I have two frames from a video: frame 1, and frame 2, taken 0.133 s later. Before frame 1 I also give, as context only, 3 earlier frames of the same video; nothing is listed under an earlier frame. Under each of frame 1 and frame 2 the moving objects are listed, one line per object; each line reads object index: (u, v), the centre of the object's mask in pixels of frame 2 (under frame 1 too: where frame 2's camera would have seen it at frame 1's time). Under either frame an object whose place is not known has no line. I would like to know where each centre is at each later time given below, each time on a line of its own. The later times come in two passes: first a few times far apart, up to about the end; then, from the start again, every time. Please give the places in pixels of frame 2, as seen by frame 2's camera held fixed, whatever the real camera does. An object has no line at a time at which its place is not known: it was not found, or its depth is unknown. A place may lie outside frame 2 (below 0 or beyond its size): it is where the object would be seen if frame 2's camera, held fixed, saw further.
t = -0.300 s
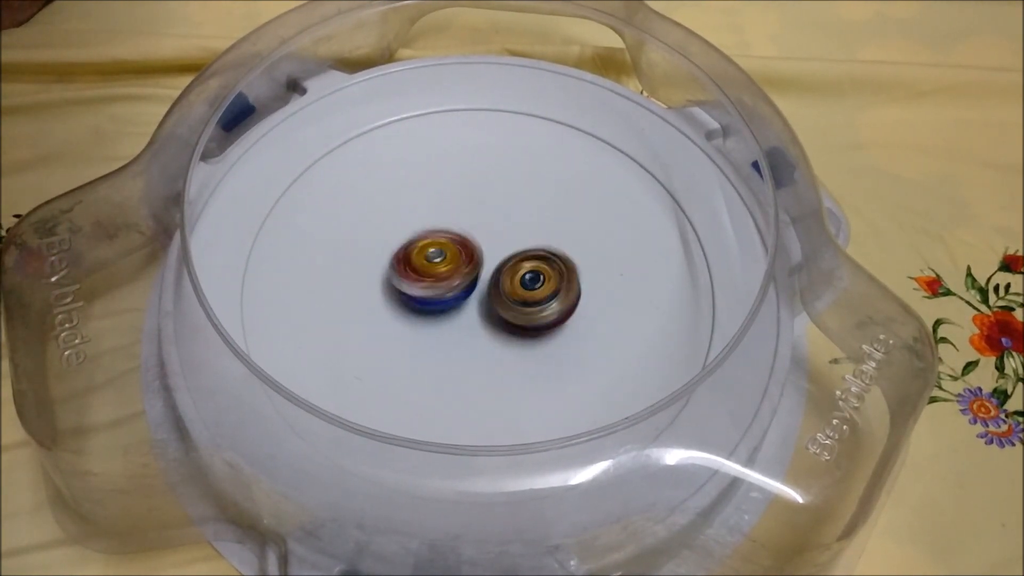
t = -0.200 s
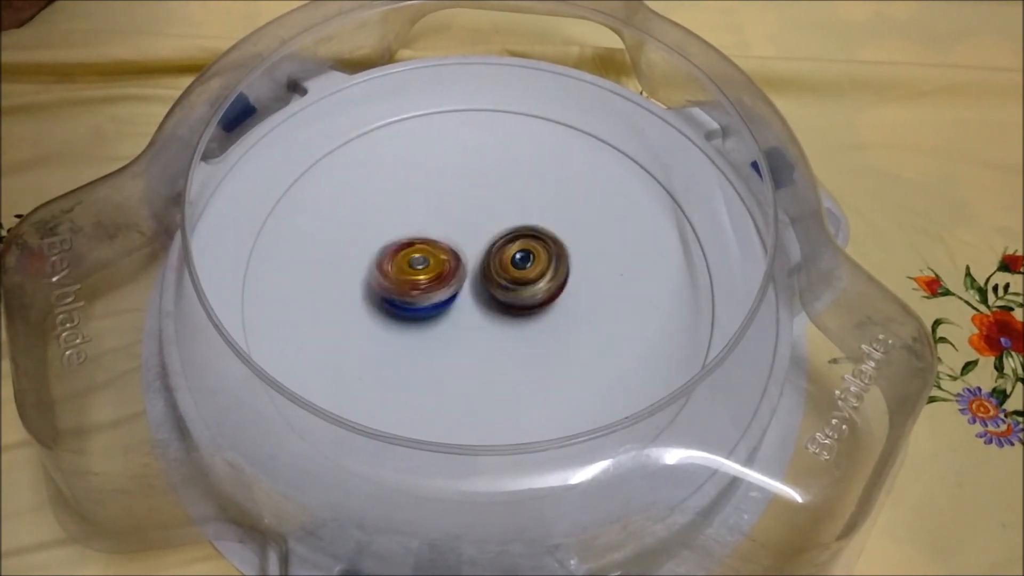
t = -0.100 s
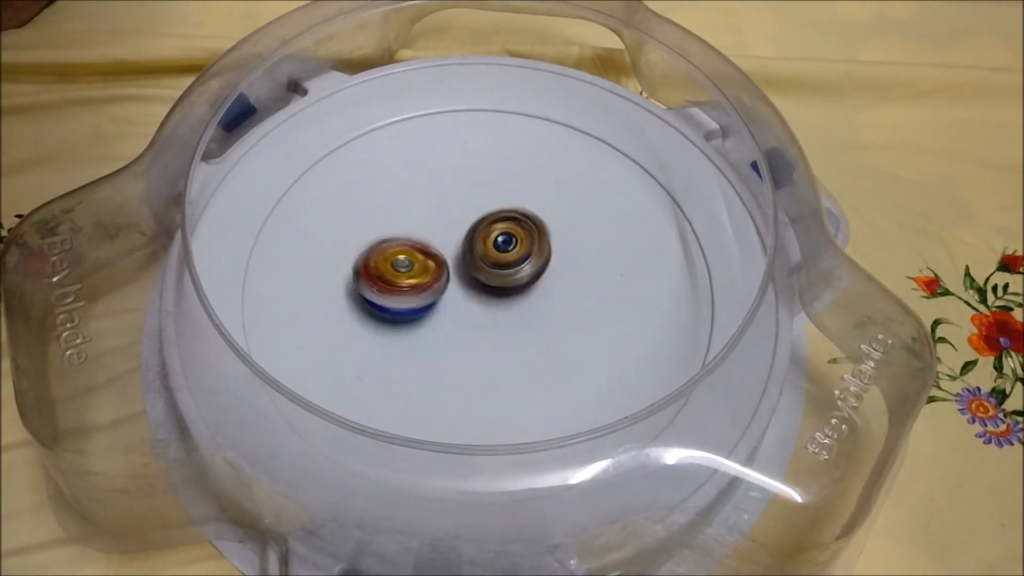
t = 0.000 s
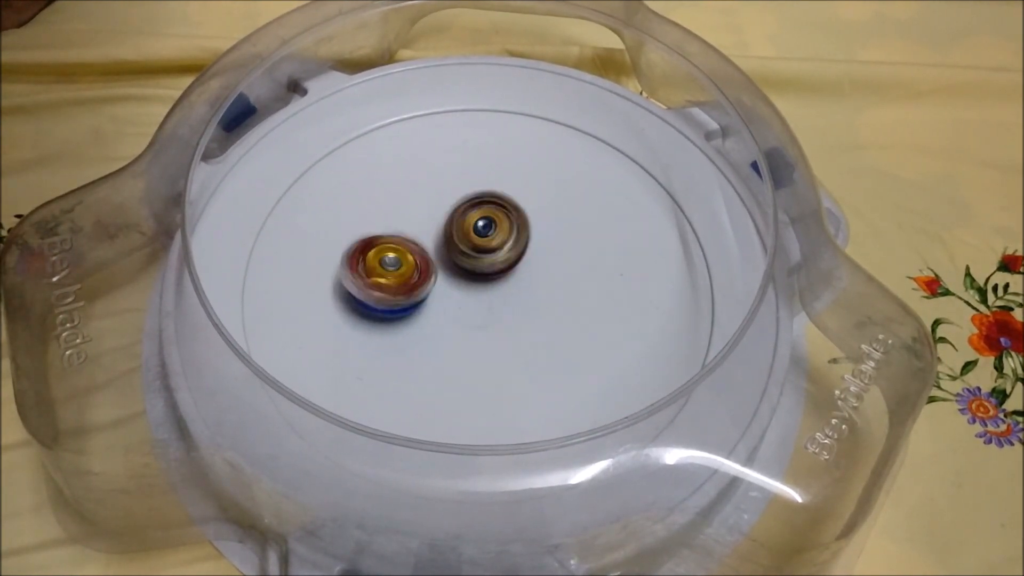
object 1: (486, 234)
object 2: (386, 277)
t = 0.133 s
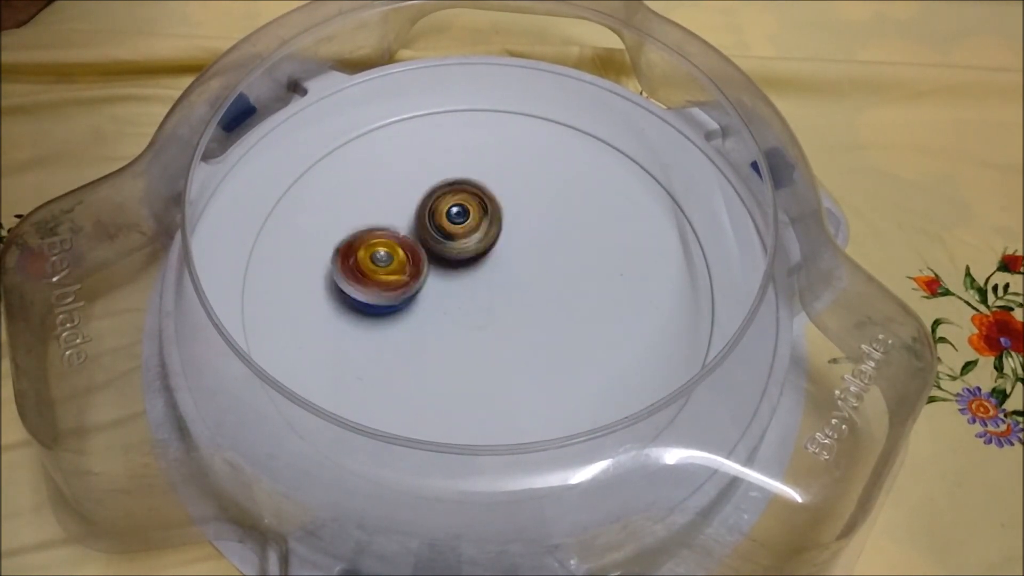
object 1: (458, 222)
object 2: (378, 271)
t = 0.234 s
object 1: (448, 216)
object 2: (375, 270)
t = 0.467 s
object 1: (450, 214)
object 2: (366, 290)
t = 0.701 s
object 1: (445, 230)
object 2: (390, 302)
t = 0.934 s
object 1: (483, 203)
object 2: (396, 375)
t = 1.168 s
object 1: (508, 180)
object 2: (419, 398)
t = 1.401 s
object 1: (507, 184)
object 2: (432, 368)
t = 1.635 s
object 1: (501, 226)
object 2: (483, 305)
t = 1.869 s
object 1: (507, 232)
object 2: (521, 328)
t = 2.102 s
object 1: (513, 255)
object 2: (516, 347)
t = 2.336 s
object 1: (512, 246)
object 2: (504, 338)
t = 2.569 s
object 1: (491, 216)
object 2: (511, 315)
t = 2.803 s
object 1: (457, 230)
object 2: (539, 295)
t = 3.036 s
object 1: (446, 272)
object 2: (552, 293)
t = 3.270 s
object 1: (450, 295)
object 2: (566, 295)
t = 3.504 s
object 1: (440, 297)
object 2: (565, 292)
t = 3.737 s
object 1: (436, 295)
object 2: (546, 279)
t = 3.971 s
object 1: (445, 290)
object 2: (536, 255)
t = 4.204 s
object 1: (451, 275)
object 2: (542, 239)
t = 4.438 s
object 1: (447, 261)
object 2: (542, 237)
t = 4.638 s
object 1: (438, 261)
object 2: (532, 236)
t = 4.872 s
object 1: (436, 268)
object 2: (525, 230)
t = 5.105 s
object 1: (438, 279)
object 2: (532, 225)
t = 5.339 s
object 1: (453, 280)
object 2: (533, 233)
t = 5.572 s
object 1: (446, 281)
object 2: (537, 231)
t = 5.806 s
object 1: (451, 286)
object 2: (528, 234)
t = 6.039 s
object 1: (454, 286)
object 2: (526, 226)
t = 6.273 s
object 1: (447, 295)
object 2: (530, 225)
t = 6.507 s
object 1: (461, 297)
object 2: (515, 229)
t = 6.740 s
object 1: (459, 310)
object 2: (496, 207)
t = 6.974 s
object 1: (468, 304)
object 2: (486, 211)
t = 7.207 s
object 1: (471, 299)
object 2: (458, 211)
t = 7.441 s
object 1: (472, 299)
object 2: (455, 214)
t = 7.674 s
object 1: (477, 304)
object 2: (457, 219)
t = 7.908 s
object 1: (495, 315)
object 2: (457, 219)
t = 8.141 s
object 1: (508, 317)
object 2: (450, 231)
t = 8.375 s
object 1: (498, 316)
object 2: (455, 238)
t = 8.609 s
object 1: (495, 312)
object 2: (446, 234)
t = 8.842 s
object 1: (496, 303)
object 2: (453, 234)
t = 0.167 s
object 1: (454, 220)
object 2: (378, 270)
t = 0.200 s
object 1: (451, 217)
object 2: (374, 271)
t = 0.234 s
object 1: (448, 216)
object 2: (375, 270)
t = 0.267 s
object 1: (446, 214)
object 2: (372, 274)
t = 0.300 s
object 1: (450, 209)
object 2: (364, 281)
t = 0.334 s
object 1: (453, 206)
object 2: (363, 285)
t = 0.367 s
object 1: (454, 207)
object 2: (363, 287)
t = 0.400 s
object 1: (453, 209)
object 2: (363, 288)
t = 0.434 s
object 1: (451, 211)
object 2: (365, 289)
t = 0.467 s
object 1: (450, 214)
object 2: (366, 290)
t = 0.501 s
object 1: (447, 217)
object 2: (368, 291)
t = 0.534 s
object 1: (445, 220)
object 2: (371, 292)
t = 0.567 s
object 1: (443, 223)
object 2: (375, 291)
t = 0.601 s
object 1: (441, 226)
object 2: (379, 292)
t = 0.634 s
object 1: (441, 228)
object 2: (382, 296)
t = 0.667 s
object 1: (442, 228)
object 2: (384, 299)
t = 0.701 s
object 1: (445, 230)
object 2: (390, 302)
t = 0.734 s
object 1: (447, 231)
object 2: (394, 304)
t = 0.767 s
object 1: (448, 234)
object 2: (398, 306)
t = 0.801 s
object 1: (450, 236)
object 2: (404, 309)
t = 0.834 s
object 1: (453, 238)
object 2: (406, 313)
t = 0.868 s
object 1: (463, 224)
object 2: (398, 338)
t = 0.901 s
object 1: (473, 213)
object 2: (395, 358)
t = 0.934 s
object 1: (483, 203)
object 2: (396, 375)
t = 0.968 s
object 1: (489, 200)
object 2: (400, 386)
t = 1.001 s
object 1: (495, 196)
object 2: (407, 393)
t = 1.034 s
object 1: (498, 192)
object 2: (412, 395)
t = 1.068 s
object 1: (502, 189)
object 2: (414, 397)
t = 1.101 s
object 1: (505, 185)
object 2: (415, 399)
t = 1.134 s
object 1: (506, 183)
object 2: (417, 398)
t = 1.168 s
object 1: (508, 180)
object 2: (419, 398)
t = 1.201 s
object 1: (509, 178)
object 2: (419, 395)
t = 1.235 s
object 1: (510, 177)
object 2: (419, 393)
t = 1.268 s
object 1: (511, 174)
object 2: (421, 390)
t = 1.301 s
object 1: (509, 178)
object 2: (421, 387)
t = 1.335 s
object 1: (509, 179)
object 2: (426, 381)
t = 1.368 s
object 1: (509, 180)
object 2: (428, 375)
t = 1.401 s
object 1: (507, 184)
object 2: (432, 368)
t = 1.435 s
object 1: (506, 188)
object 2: (437, 361)
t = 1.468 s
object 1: (504, 194)
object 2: (442, 354)
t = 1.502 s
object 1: (503, 199)
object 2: (449, 345)
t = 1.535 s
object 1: (502, 207)
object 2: (457, 335)
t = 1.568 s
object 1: (502, 214)
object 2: (466, 325)
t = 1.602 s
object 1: (501, 221)
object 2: (474, 316)
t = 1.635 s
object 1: (501, 226)
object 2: (483, 305)
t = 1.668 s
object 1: (500, 223)
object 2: (492, 307)
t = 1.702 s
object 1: (500, 219)
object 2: (501, 314)
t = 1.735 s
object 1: (501, 219)
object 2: (508, 317)
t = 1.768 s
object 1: (503, 221)
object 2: (512, 320)
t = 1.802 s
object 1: (504, 224)
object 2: (515, 323)
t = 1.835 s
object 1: (506, 227)
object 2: (520, 325)
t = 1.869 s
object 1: (507, 232)
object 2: (521, 328)
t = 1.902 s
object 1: (508, 235)
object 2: (523, 332)
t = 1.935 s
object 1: (509, 240)
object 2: (523, 335)
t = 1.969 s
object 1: (510, 244)
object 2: (522, 337)
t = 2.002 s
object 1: (510, 248)
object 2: (519, 339)
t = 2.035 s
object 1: (512, 253)
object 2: (519, 341)
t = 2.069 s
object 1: (513, 257)
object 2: (520, 341)
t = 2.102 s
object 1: (513, 255)
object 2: (516, 347)
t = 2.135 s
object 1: (514, 253)
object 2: (514, 349)
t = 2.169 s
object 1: (514, 253)
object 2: (511, 348)
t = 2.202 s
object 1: (515, 252)
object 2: (510, 346)
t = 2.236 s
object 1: (515, 251)
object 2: (508, 343)
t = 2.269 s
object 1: (514, 251)
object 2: (505, 339)
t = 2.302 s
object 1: (514, 251)
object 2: (504, 335)
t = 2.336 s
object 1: (512, 246)
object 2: (504, 338)
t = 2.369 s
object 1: (510, 236)
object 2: (503, 339)
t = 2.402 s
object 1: (508, 230)
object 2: (501, 335)
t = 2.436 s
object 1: (505, 226)
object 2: (503, 331)
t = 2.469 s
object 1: (503, 222)
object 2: (504, 327)
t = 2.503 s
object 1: (500, 219)
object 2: (506, 324)
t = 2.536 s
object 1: (495, 217)
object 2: (508, 319)
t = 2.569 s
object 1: (491, 216)
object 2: (511, 315)
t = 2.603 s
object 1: (486, 215)
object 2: (515, 311)
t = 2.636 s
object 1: (481, 216)
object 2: (517, 308)
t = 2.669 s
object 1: (476, 217)
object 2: (521, 304)
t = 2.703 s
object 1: (471, 220)
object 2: (524, 301)
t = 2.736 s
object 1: (466, 223)
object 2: (530, 299)
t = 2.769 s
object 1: (461, 226)
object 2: (534, 296)
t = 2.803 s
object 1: (457, 230)
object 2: (539, 295)
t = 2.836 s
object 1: (453, 236)
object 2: (541, 293)
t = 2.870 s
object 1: (450, 241)
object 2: (545, 293)
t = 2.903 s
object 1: (447, 248)
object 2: (547, 292)
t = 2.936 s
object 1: (446, 254)
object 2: (550, 292)
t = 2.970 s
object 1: (446, 258)
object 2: (552, 292)
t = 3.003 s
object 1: (446, 264)
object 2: (551, 293)
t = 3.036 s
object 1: (446, 272)
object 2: (552, 293)
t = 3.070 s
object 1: (450, 276)
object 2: (551, 294)
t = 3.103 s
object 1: (454, 282)
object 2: (551, 294)
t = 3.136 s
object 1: (450, 285)
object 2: (555, 294)
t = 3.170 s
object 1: (444, 289)
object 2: (562, 295)
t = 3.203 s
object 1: (444, 292)
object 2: (565, 295)
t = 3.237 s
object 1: (446, 293)
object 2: (566, 294)
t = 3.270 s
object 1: (450, 295)
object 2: (566, 295)
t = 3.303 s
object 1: (452, 296)
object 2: (566, 296)
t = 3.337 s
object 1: (457, 298)
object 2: (563, 296)
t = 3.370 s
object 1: (461, 299)
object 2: (561, 296)
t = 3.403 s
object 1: (458, 299)
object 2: (563, 297)
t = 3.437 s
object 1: (449, 299)
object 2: (568, 296)
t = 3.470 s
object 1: (443, 298)
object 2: (568, 295)
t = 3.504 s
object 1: (440, 297)
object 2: (565, 292)
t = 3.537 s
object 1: (438, 295)
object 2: (563, 291)
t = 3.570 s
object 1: (437, 295)
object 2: (560, 289)
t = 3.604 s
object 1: (436, 294)
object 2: (556, 289)
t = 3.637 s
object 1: (437, 294)
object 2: (553, 287)
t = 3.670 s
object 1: (436, 295)
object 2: (550, 285)
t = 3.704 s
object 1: (436, 294)
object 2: (547, 282)
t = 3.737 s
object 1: (436, 295)
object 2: (546, 279)
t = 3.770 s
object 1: (437, 295)
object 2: (542, 276)
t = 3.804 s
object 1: (438, 295)
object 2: (540, 273)
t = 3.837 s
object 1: (438, 295)
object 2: (539, 269)
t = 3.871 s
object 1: (440, 294)
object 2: (537, 266)
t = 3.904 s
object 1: (441, 293)
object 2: (536, 262)
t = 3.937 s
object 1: (443, 292)
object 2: (536, 259)
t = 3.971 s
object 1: (445, 290)
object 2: (536, 255)
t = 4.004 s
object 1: (447, 288)
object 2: (536, 252)
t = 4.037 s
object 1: (447, 286)
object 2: (536, 249)
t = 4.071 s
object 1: (449, 283)
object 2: (538, 247)
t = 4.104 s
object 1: (450, 282)
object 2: (538, 245)
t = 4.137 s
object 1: (452, 279)
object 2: (540, 242)
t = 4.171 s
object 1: (452, 277)
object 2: (540, 240)
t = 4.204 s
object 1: (451, 275)
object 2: (542, 239)
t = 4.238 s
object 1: (451, 273)
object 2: (543, 238)
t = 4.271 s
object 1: (450, 271)
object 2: (545, 237)
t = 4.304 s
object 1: (450, 269)
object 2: (544, 237)
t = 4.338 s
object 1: (449, 266)
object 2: (544, 236)
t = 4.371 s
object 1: (448, 265)
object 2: (544, 236)
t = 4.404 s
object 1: (448, 262)
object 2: (544, 236)
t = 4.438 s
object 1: (447, 261)
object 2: (542, 237)
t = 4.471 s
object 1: (446, 259)
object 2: (540, 237)
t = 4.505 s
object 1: (446, 260)
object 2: (538, 237)
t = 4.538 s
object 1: (442, 259)
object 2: (538, 237)
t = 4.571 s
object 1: (440, 260)
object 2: (536, 237)
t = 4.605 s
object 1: (439, 260)
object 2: (533, 236)
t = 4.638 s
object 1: (438, 261)
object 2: (532, 236)
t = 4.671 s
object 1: (437, 262)
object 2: (531, 235)
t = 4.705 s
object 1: (437, 263)
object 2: (529, 236)
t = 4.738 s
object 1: (438, 264)
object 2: (526, 235)
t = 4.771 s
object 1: (436, 265)
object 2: (527, 234)
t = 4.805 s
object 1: (433, 267)
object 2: (528, 233)
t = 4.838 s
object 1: (435, 268)
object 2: (527, 232)
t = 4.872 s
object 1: (436, 268)
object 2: (525, 230)
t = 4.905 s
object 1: (437, 269)
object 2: (525, 229)
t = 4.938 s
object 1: (439, 270)
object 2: (526, 228)
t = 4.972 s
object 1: (440, 271)
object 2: (524, 229)
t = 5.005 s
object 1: (436, 275)
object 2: (529, 227)
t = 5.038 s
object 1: (436, 276)
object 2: (533, 226)
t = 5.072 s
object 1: (437, 279)
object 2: (532, 226)
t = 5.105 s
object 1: (438, 279)
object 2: (532, 225)
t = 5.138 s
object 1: (440, 280)
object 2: (534, 226)
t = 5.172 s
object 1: (442, 280)
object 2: (534, 228)
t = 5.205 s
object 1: (446, 280)
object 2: (534, 229)
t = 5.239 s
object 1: (448, 280)
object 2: (533, 231)
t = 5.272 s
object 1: (452, 280)
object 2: (533, 232)
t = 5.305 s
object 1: (454, 280)
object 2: (530, 234)
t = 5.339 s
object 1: (453, 280)
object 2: (533, 233)
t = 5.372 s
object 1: (453, 279)
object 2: (533, 234)
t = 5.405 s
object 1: (452, 279)
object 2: (533, 233)
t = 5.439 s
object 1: (450, 279)
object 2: (535, 233)
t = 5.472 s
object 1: (452, 278)
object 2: (535, 234)
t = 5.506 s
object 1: (450, 278)
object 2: (534, 233)
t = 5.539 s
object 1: (447, 280)
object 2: (536, 231)
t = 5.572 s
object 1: (446, 281)
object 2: (537, 231)
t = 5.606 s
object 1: (447, 282)
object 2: (536, 233)
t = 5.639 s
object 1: (446, 282)
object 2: (536, 231)
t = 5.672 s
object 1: (445, 284)
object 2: (536, 231)
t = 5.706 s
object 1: (447, 285)
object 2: (537, 232)
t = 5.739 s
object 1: (448, 286)
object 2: (533, 234)
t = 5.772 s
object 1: (450, 285)
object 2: (530, 234)
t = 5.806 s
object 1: (451, 286)
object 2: (528, 234)
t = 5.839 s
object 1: (453, 286)
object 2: (527, 234)
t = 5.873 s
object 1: (453, 287)
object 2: (527, 233)
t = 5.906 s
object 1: (449, 288)
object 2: (530, 231)
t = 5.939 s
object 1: (450, 289)
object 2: (528, 231)
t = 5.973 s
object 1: (452, 288)
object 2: (526, 229)
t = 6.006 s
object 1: (453, 287)
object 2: (526, 227)
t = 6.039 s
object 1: (454, 286)
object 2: (526, 226)
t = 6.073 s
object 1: (454, 286)
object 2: (527, 226)
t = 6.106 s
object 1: (457, 284)
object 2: (526, 227)
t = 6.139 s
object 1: (454, 287)
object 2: (528, 224)
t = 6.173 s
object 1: (451, 290)
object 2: (532, 222)
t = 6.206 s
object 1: (450, 292)
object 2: (534, 223)
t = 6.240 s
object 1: (449, 292)
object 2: (533, 225)
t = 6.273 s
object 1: (447, 295)
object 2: (530, 225)
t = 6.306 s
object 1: (448, 297)
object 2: (527, 226)
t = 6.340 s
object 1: (451, 298)
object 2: (525, 227)
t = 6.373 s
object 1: (453, 299)
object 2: (525, 227)
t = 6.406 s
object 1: (453, 300)
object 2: (524, 228)
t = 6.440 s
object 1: (455, 299)
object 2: (523, 229)
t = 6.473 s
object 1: (459, 298)
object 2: (518, 230)
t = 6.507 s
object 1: (461, 297)
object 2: (515, 229)
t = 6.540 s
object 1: (464, 295)
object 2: (510, 228)
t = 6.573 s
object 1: (463, 297)
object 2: (507, 224)
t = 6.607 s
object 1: (460, 304)
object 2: (505, 219)
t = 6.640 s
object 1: (457, 308)
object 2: (502, 214)
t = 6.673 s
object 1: (458, 310)
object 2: (500, 211)
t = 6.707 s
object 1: (459, 311)
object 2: (499, 208)
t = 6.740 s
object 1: (459, 310)
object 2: (496, 207)
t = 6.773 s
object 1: (459, 311)
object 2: (495, 206)
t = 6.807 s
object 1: (460, 313)
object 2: (494, 206)
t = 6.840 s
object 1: (463, 312)
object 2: (491, 207)
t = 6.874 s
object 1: (466, 309)
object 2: (490, 208)
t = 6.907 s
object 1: (466, 308)
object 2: (487, 209)
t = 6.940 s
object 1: (467, 306)
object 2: (486, 210)
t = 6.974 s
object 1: (468, 304)
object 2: (486, 211)
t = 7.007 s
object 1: (468, 302)
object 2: (484, 215)
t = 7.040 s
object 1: (467, 297)
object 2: (480, 217)
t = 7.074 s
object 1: (467, 294)
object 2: (476, 218)
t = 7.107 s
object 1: (469, 294)
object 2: (469, 217)
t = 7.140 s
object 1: (471, 297)
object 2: (463, 217)
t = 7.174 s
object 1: (472, 299)
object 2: (461, 213)
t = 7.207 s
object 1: (471, 299)
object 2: (458, 211)
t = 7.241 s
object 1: (470, 299)
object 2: (457, 211)
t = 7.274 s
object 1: (468, 301)
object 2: (459, 209)
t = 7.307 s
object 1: (468, 302)
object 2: (457, 210)
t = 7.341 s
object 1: (472, 300)
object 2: (457, 210)
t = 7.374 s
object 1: (473, 299)
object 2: (454, 212)
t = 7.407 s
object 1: (473, 298)
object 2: (454, 213)
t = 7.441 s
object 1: (472, 299)
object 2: (455, 214)
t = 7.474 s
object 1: (471, 299)
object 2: (453, 217)
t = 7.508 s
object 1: (474, 296)
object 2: (453, 220)
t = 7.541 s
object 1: (476, 299)
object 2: (455, 220)
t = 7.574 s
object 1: (478, 300)
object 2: (458, 219)
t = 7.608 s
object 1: (478, 298)
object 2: (460, 219)
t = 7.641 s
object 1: (476, 299)
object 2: (461, 219)
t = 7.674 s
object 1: (477, 304)
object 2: (457, 219)
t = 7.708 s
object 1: (480, 307)
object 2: (459, 218)
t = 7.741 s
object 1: (483, 306)
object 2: (457, 219)
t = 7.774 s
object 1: (485, 305)
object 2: (461, 223)
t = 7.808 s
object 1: (484, 306)
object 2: (458, 226)
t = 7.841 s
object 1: (488, 310)
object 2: (455, 223)
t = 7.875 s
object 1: (492, 314)
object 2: (454, 220)
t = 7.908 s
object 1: (495, 315)
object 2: (457, 219)
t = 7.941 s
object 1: (496, 311)
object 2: (460, 219)
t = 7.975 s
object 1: (496, 310)
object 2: (464, 223)
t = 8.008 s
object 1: (493, 310)
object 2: (465, 230)
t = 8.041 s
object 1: (492, 309)
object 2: (459, 236)
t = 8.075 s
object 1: (497, 315)
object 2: (456, 235)
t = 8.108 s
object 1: (502, 319)
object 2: (452, 232)
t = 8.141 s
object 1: (508, 317)
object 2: (450, 231)
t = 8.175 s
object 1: (509, 316)
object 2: (449, 230)
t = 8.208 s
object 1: (506, 311)
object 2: (450, 229)
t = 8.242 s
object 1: (500, 312)
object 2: (451, 229)
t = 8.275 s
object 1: (495, 313)
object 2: (454, 229)
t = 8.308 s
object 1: (494, 315)
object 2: (455, 231)
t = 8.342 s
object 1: (496, 316)
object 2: (456, 233)
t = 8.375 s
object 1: (498, 316)
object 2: (455, 238)
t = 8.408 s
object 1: (499, 311)
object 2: (451, 240)
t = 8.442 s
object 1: (495, 310)
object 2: (449, 240)
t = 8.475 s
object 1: (495, 312)
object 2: (446, 238)
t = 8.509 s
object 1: (495, 314)
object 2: (445, 235)
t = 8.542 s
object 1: (497, 312)
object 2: (445, 234)
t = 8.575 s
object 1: (497, 313)
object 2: (446, 232)
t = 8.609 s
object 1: (495, 312)
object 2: (446, 234)
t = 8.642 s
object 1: (493, 311)
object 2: (448, 234)
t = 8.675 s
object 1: (490, 309)
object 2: (450, 235)
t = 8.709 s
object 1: (487, 310)
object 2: (452, 236)
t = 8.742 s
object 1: (486, 307)
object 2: (453, 235)
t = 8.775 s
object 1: (492, 305)
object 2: (452, 234)
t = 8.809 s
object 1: (496, 303)
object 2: (451, 234)
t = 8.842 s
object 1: (496, 303)
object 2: (453, 234)
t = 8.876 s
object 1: (497, 301)
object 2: (453, 234)
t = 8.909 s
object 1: (499, 306)
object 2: (451, 233)
